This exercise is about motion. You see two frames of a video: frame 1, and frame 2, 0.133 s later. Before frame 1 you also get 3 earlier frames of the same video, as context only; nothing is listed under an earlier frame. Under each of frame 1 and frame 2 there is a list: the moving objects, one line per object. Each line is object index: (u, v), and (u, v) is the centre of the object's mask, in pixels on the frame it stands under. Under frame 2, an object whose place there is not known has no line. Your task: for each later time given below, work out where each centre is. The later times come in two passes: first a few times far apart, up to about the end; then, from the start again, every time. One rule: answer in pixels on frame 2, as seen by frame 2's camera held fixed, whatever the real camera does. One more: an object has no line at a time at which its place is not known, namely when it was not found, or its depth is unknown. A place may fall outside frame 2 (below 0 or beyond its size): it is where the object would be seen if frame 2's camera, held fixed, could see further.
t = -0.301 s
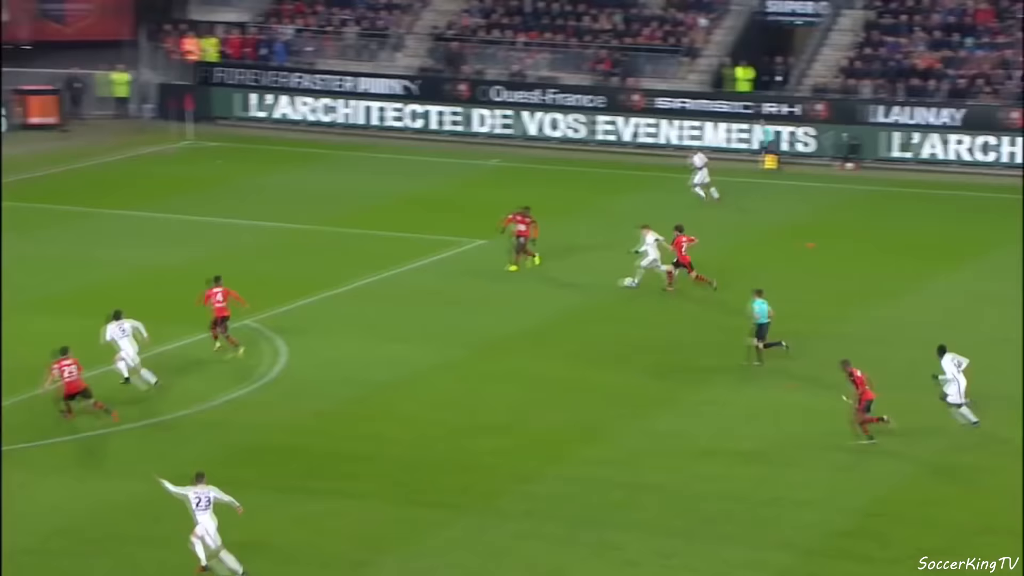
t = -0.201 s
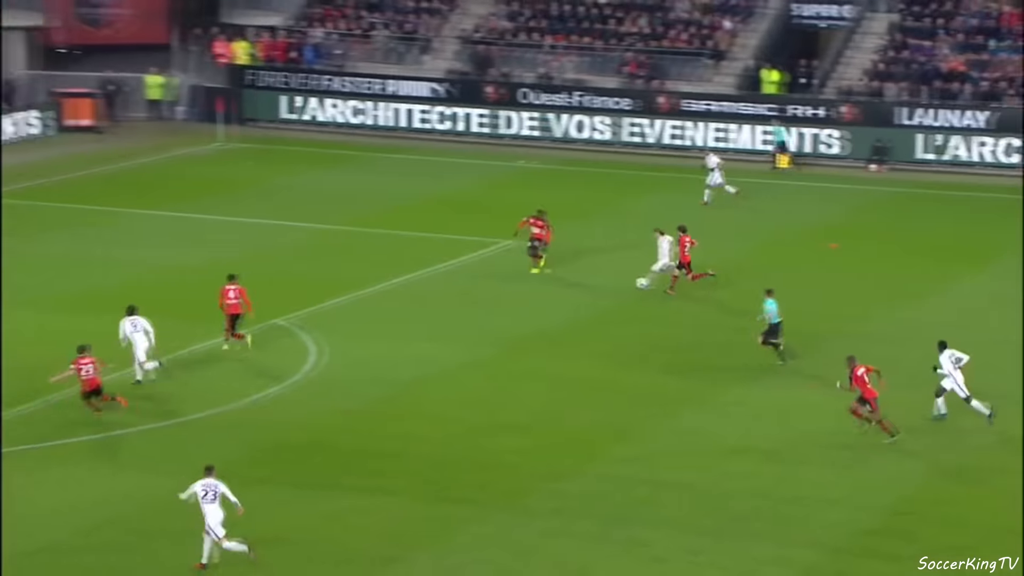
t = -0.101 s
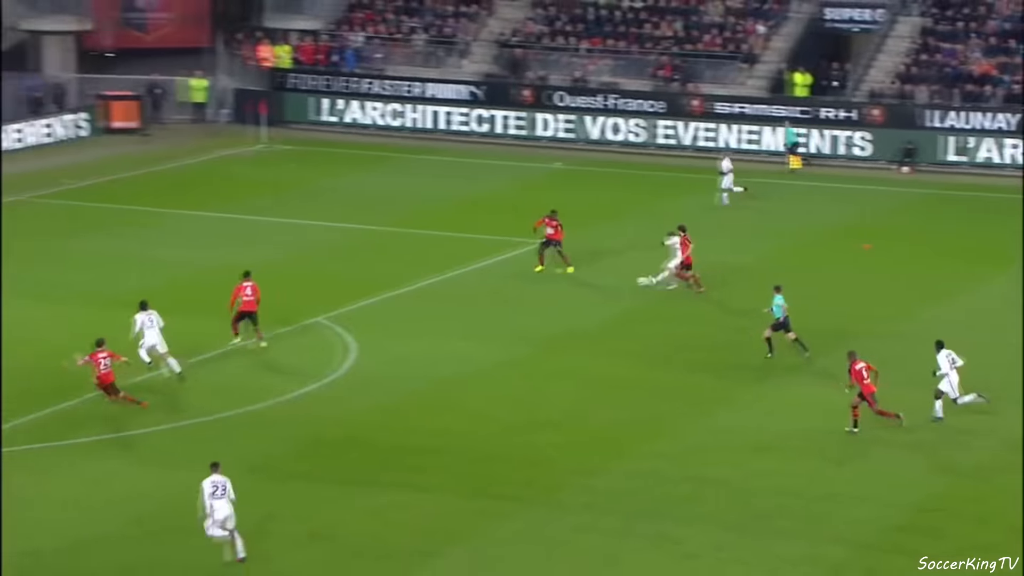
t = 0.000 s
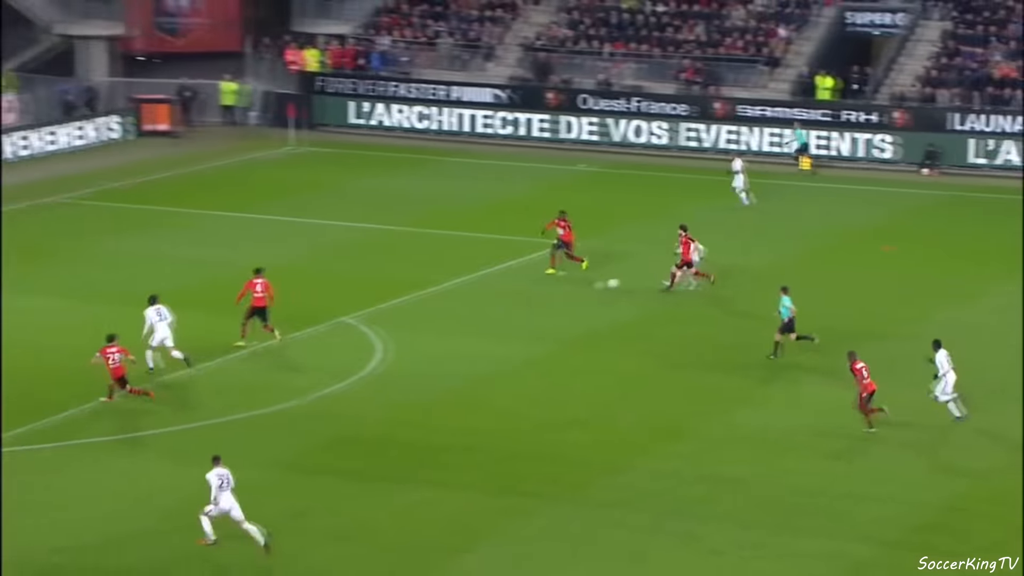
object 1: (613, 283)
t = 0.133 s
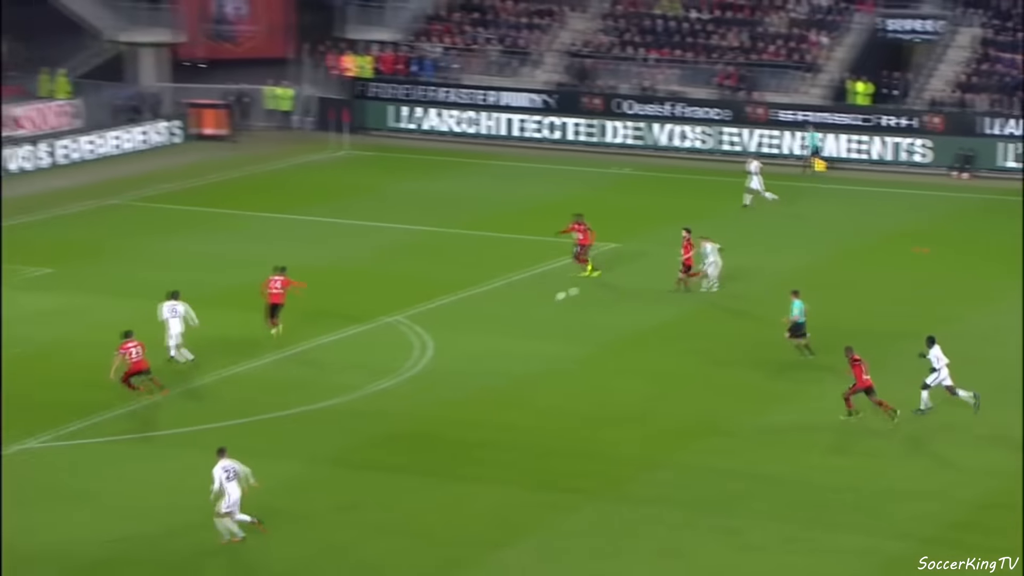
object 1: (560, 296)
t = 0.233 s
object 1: (513, 306)
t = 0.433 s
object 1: (404, 342)
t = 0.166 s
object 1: (558, 295)
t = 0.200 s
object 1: (537, 300)
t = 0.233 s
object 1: (513, 306)
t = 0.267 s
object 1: (491, 314)
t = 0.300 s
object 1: (469, 321)
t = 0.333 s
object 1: (447, 330)
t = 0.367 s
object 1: (440, 330)
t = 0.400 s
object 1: (423, 339)
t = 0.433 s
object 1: (404, 342)
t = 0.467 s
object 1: (384, 344)
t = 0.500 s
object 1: (365, 347)
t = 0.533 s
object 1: (347, 350)
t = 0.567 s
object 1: (336, 354)
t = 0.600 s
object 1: (322, 358)
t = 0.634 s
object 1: (304, 364)
